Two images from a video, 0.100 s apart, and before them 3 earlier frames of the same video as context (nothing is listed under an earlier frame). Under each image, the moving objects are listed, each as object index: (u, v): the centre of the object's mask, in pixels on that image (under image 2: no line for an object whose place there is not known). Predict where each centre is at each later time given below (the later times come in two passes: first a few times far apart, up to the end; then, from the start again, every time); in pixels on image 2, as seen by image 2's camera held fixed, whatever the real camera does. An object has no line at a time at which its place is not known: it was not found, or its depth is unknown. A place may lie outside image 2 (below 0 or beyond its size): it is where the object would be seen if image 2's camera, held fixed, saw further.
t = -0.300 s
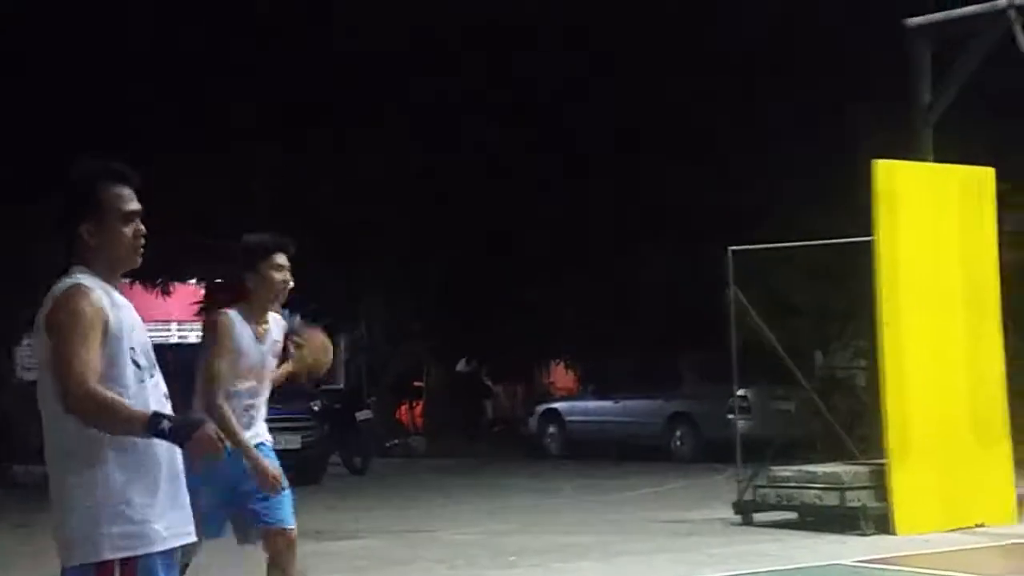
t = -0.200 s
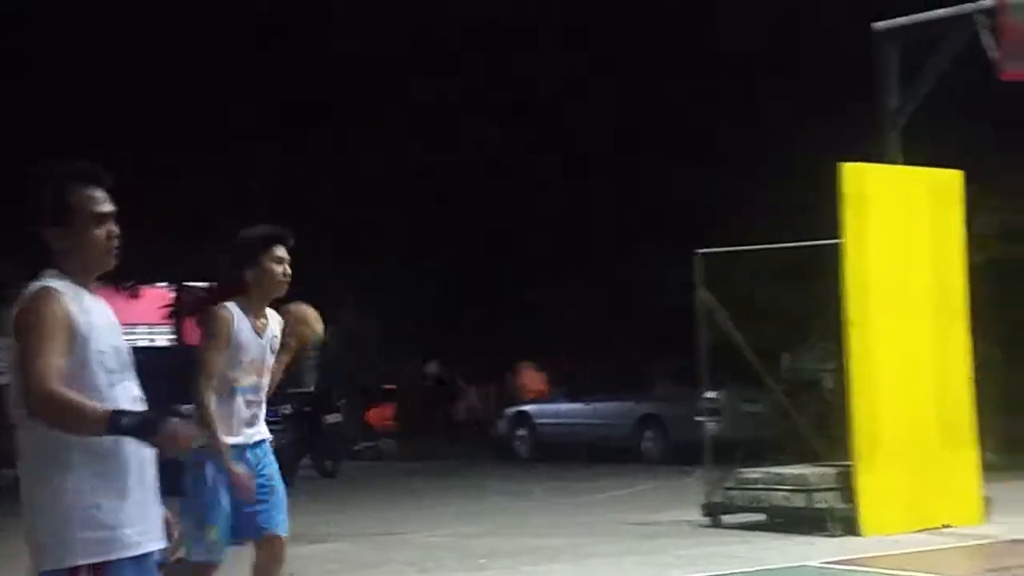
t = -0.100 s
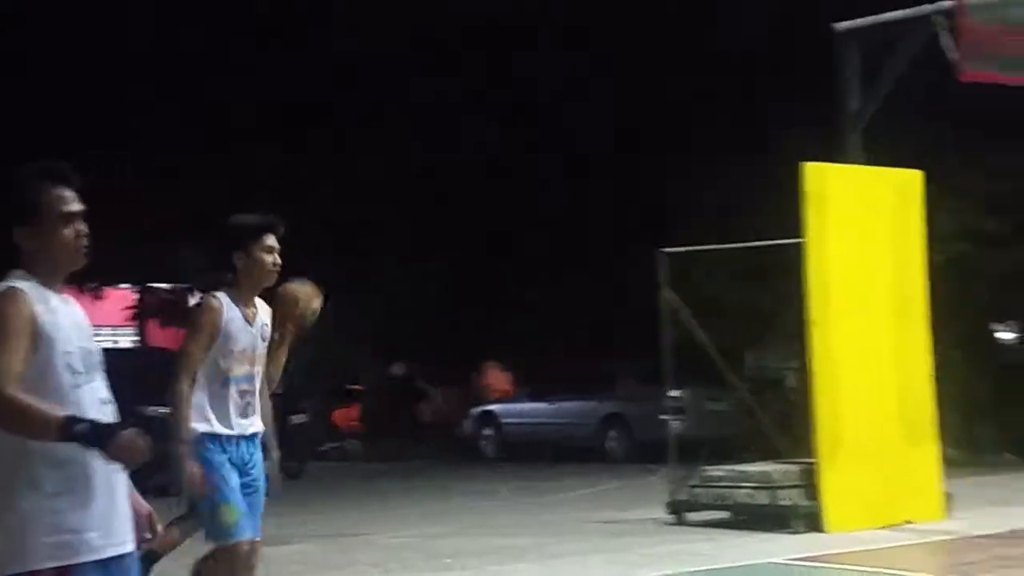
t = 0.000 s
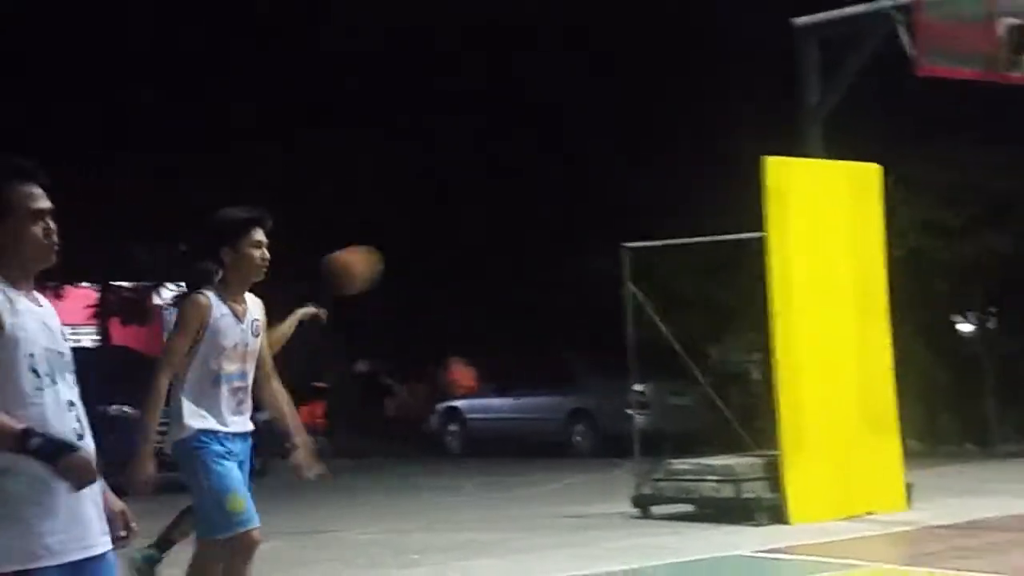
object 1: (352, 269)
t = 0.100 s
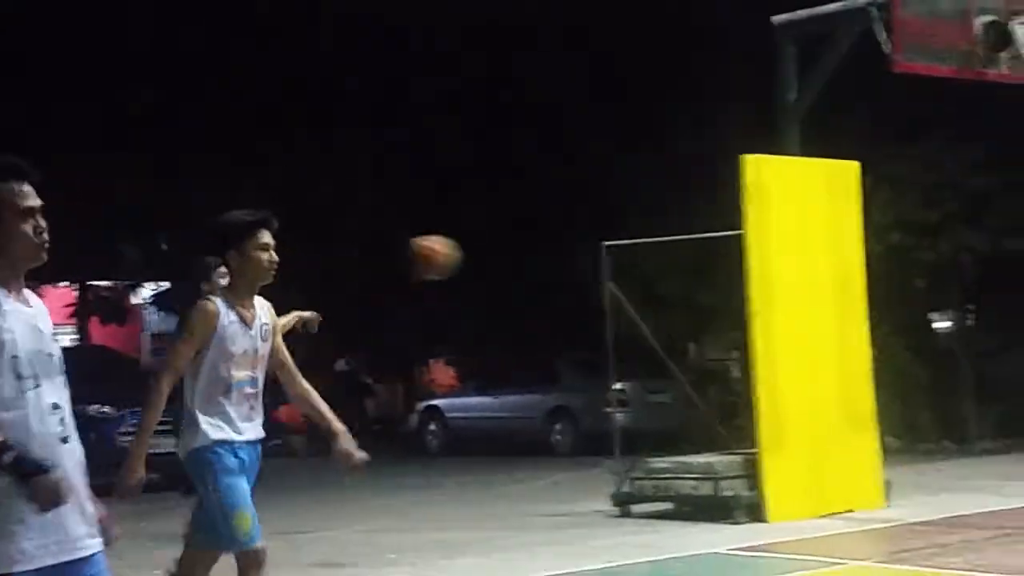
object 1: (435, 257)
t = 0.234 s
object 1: (557, 269)
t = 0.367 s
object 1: (668, 310)
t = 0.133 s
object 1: (468, 257)
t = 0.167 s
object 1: (499, 259)
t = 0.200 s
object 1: (527, 263)
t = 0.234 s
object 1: (557, 269)
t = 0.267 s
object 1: (587, 277)
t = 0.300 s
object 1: (614, 286)
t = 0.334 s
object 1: (640, 297)
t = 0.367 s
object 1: (668, 310)
